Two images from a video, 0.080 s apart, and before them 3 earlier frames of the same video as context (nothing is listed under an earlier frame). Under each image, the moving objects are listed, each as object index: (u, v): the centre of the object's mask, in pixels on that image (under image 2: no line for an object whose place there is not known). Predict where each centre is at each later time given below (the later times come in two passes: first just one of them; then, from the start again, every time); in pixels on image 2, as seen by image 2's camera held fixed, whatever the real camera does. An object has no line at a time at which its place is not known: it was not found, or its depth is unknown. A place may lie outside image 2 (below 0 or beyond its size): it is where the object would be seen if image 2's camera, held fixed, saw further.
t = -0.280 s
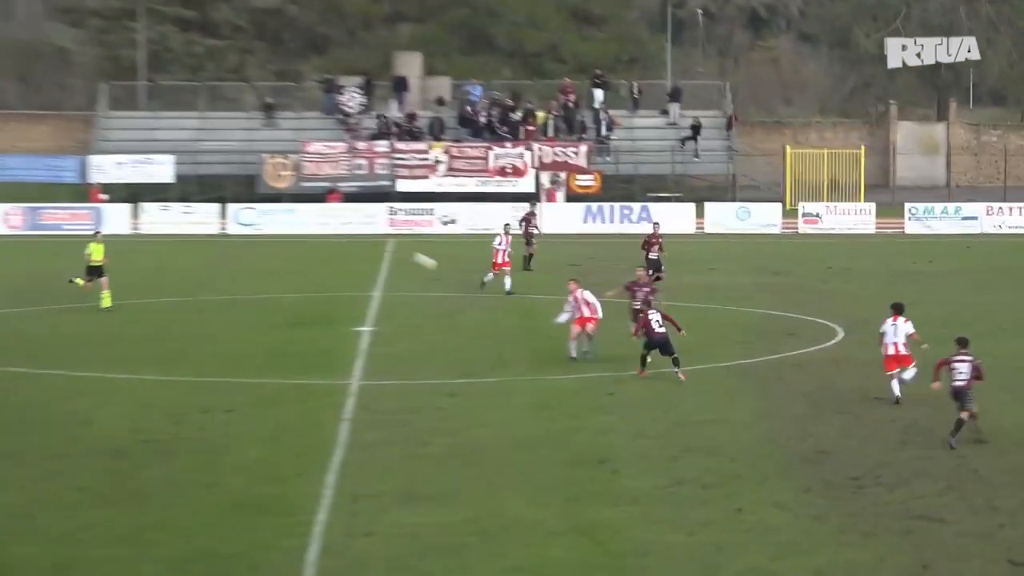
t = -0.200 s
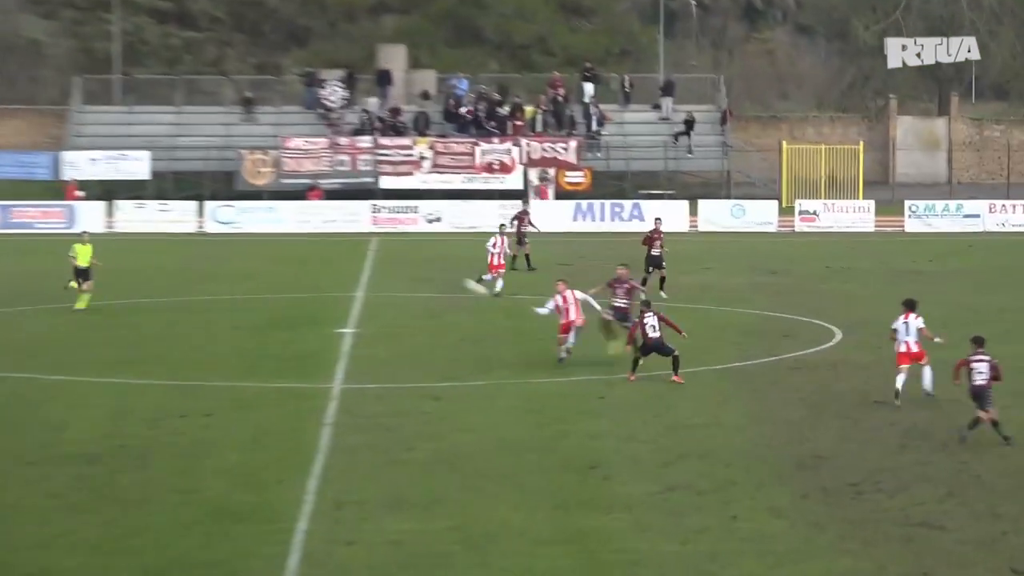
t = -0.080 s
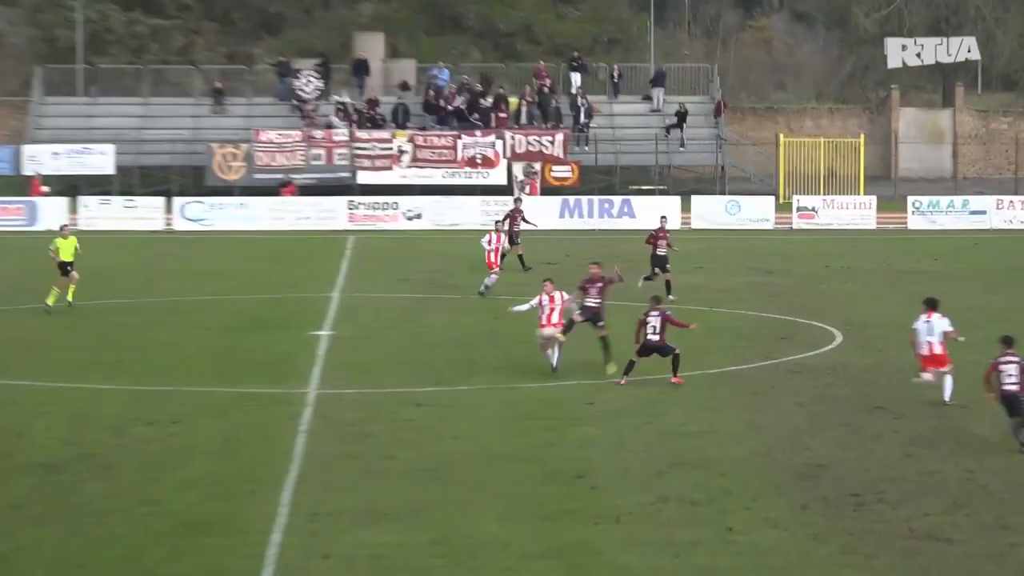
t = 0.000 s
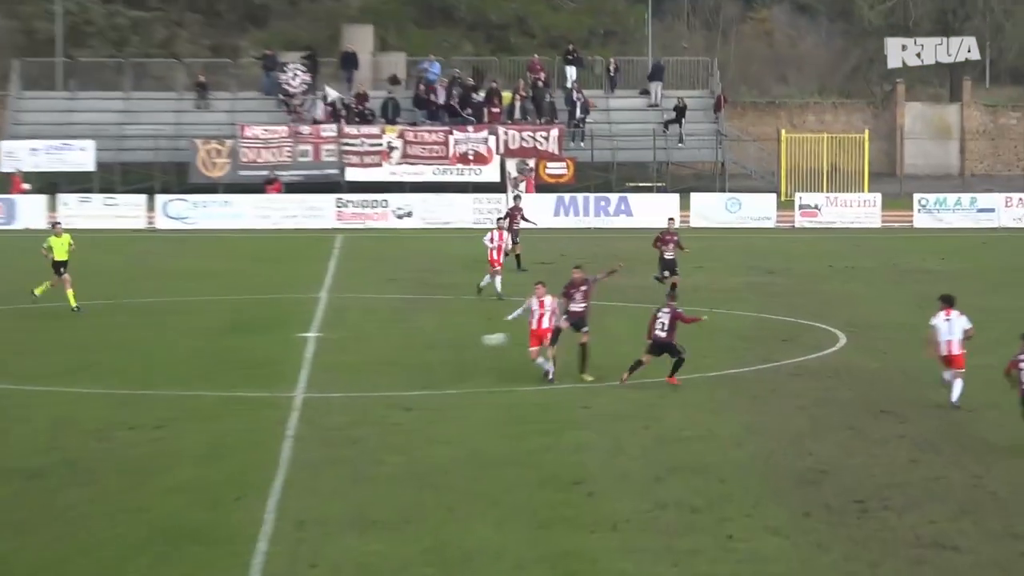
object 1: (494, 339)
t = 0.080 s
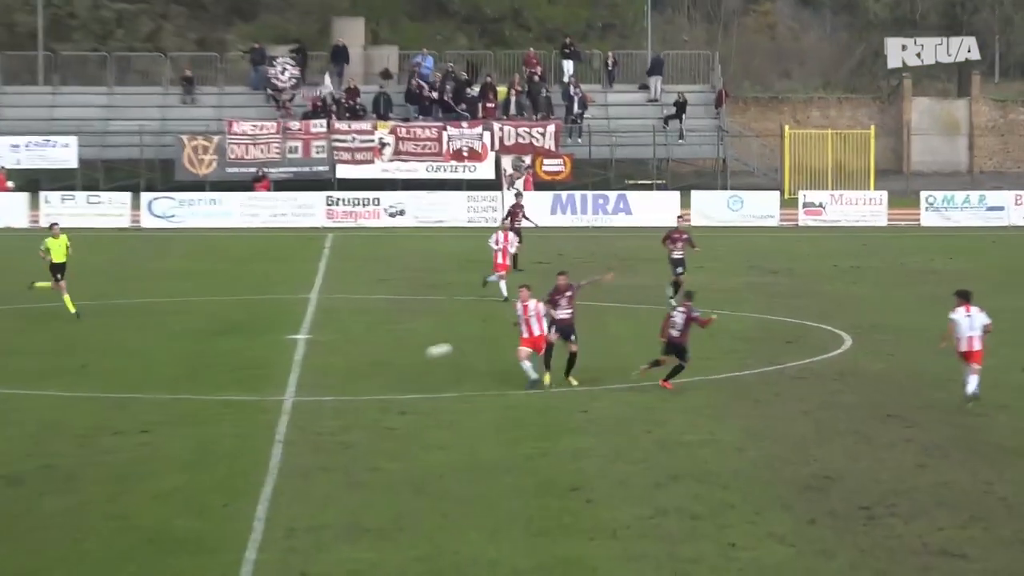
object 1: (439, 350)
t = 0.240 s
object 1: (336, 380)
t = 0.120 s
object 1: (413, 356)
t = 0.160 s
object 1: (388, 363)
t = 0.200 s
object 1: (363, 371)
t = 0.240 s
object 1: (336, 380)
